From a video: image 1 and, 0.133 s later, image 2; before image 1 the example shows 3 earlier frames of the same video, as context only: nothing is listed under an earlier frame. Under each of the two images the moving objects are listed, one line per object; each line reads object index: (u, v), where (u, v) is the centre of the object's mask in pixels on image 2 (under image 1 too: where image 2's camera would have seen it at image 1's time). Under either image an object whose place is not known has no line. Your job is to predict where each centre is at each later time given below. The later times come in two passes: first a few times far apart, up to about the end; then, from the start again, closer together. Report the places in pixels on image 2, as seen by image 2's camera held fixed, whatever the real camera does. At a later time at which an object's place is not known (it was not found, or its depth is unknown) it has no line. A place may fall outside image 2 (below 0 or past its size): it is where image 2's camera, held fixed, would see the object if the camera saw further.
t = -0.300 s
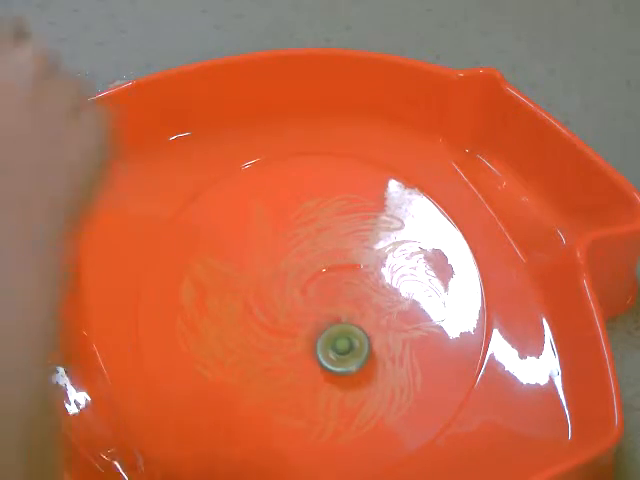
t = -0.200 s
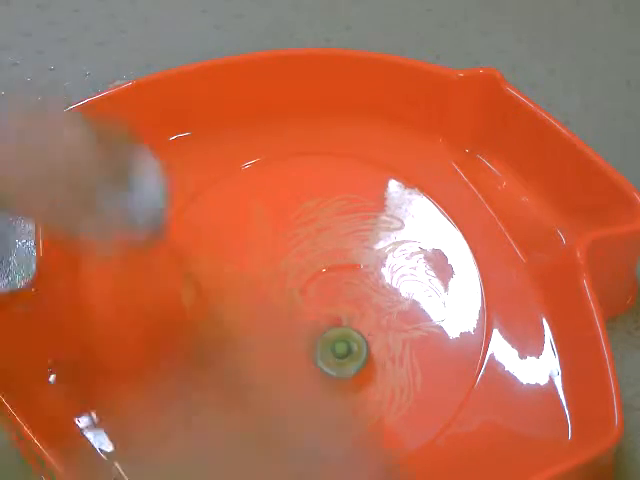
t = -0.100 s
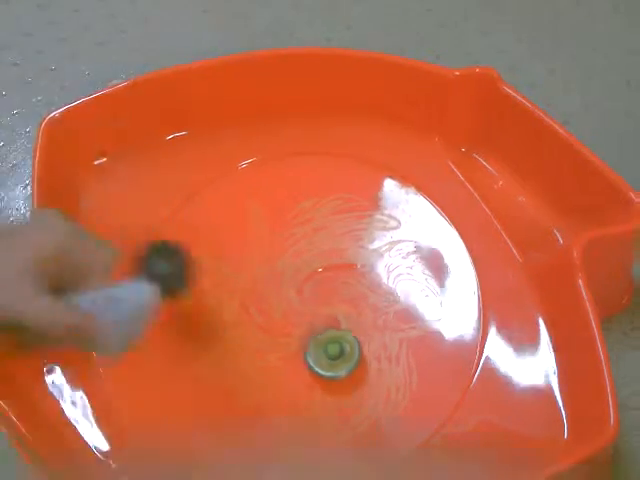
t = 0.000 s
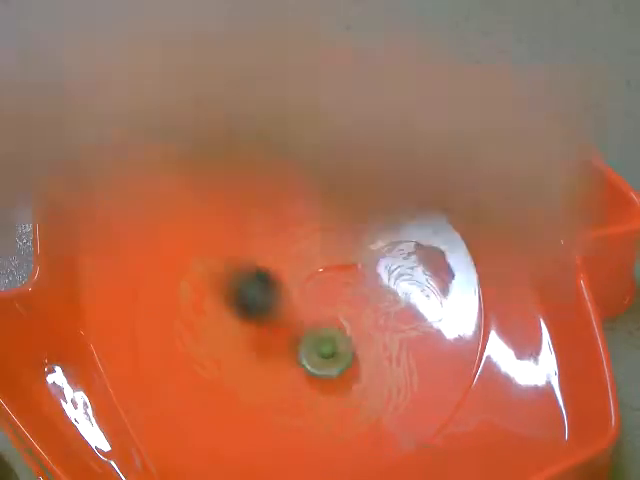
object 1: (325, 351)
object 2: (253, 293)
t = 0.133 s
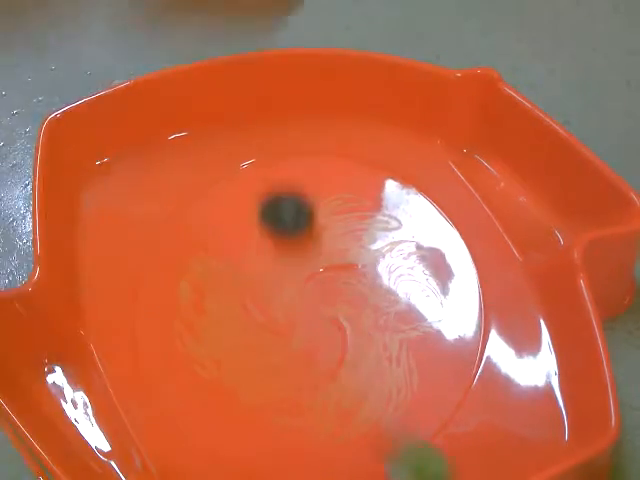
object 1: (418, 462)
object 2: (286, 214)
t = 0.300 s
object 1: (478, 400)
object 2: (300, 136)
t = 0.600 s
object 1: (404, 223)
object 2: (276, 210)
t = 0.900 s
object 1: (279, 150)
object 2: (331, 280)
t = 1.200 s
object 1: (203, 220)
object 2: (422, 254)
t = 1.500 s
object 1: (214, 255)
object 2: (386, 207)
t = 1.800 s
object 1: (239, 279)
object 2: (321, 314)
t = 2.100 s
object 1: (277, 304)
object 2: (387, 411)
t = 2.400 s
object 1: (309, 329)
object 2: (442, 386)
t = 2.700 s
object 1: (292, 348)
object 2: (391, 318)
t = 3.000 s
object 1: (273, 371)
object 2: (292, 313)
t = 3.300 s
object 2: (322, 213)
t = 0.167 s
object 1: (438, 456)
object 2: (289, 189)
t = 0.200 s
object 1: (452, 447)
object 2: (291, 167)
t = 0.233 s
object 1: (465, 436)
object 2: (296, 151)
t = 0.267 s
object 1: (475, 421)
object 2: (298, 141)
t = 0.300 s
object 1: (478, 400)
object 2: (300, 136)
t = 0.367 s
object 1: (483, 359)
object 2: (298, 139)
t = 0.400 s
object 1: (480, 338)
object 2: (295, 146)
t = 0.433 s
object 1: (471, 317)
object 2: (292, 157)
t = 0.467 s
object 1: (460, 295)
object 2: (288, 167)
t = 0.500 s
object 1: (447, 276)
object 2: (284, 177)
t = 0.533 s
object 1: (434, 259)
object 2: (281, 188)
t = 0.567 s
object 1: (420, 240)
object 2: (278, 199)
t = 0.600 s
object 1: (404, 223)
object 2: (276, 210)
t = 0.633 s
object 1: (390, 207)
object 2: (275, 220)
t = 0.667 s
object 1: (375, 194)
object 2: (276, 230)
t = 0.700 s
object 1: (362, 183)
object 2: (279, 241)
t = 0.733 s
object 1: (348, 173)
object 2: (283, 250)
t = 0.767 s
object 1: (336, 165)
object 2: (290, 259)
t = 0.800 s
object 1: (324, 157)
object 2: (298, 266)
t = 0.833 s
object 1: (311, 150)
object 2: (308, 272)
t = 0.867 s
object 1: (296, 147)
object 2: (319, 277)
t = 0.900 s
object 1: (279, 150)
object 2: (331, 280)
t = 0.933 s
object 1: (263, 157)
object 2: (344, 283)
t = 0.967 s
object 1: (248, 166)
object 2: (357, 286)
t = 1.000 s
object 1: (235, 174)
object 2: (370, 286)
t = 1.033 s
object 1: (224, 184)
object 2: (382, 285)
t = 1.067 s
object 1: (216, 192)
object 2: (393, 281)
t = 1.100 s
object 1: (211, 200)
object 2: (402, 275)
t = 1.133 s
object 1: (207, 208)
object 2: (410, 269)
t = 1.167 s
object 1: (205, 215)
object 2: (417, 262)
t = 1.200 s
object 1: (203, 220)
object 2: (422, 254)
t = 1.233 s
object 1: (203, 226)
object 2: (425, 245)
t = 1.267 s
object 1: (203, 230)
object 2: (426, 237)
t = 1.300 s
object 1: (204, 234)
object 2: (425, 229)
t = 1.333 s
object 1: (205, 238)
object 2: (423, 221)
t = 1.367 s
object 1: (207, 242)
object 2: (420, 214)
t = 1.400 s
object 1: (208, 246)
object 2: (415, 209)
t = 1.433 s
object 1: (210, 249)
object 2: (406, 206)
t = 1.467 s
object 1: (212, 252)
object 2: (396, 205)
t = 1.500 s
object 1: (214, 255)
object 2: (386, 207)
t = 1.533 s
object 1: (216, 258)
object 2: (374, 212)
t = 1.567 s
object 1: (219, 260)
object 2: (364, 218)
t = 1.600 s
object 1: (221, 263)
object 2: (354, 228)
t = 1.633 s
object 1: (223, 266)
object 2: (346, 239)
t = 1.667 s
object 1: (226, 269)
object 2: (338, 253)
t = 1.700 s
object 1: (229, 271)
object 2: (330, 268)
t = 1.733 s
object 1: (233, 274)
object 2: (326, 282)
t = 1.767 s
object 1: (236, 277)
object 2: (323, 298)
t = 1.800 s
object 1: (239, 279)
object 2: (321, 314)
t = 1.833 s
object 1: (243, 282)
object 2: (322, 329)
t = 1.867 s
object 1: (246, 285)
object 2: (325, 343)
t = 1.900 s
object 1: (250, 288)
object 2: (330, 357)
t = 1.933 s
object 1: (254, 291)
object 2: (337, 369)
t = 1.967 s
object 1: (259, 293)
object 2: (344, 379)
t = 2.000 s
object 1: (263, 296)
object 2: (353, 389)
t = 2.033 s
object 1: (268, 299)
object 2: (364, 398)
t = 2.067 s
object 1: (272, 301)
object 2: (376, 405)
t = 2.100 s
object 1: (277, 304)
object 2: (387, 411)
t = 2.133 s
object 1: (281, 307)
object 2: (398, 414)
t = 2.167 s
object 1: (285, 310)
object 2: (410, 417)
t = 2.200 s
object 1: (289, 313)
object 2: (420, 418)
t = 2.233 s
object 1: (292, 315)
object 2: (429, 417)
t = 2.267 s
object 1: (296, 318)
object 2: (437, 416)
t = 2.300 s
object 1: (300, 321)
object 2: (442, 410)
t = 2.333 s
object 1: (303, 324)
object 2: (443, 402)
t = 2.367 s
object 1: (306, 326)
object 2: (444, 394)
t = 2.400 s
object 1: (309, 329)
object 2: (442, 386)
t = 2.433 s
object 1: (313, 331)
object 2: (439, 377)
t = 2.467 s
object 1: (316, 334)
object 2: (433, 368)
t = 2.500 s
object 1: (318, 336)
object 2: (425, 358)
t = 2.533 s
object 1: (321, 338)
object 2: (417, 350)
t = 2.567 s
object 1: (324, 340)
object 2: (406, 342)
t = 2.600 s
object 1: (326, 342)
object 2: (394, 336)
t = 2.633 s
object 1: (320, 344)
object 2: (388, 330)
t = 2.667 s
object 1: (305, 347)
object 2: (392, 324)
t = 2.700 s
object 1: (292, 348)
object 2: (391, 318)
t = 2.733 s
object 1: (283, 350)
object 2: (385, 312)
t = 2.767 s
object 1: (277, 352)
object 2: (376, 308)
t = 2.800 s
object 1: (274, 354)
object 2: (365, 305)
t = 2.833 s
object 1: (273, 357)
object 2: (352, 302)
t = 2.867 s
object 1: (273, 360)
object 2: (338, 302)
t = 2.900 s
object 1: (273, 363)
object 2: (326, 303)
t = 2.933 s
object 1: (273, 365)
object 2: (312, 307)
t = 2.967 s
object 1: (273, 368)
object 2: (300, 311)
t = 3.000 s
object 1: (273, 371)
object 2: (292, 313)
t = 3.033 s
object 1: (228, 444)
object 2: (311, 266)
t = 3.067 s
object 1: (212, 459)
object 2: (330, 217)
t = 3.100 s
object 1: (224, 439)
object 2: (350, 169)
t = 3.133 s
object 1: (236, 418)
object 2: (363, 133)
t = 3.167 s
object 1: (246, 405)
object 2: (357, 129)
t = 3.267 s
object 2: (331, 180)
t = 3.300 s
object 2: (322, 213)
